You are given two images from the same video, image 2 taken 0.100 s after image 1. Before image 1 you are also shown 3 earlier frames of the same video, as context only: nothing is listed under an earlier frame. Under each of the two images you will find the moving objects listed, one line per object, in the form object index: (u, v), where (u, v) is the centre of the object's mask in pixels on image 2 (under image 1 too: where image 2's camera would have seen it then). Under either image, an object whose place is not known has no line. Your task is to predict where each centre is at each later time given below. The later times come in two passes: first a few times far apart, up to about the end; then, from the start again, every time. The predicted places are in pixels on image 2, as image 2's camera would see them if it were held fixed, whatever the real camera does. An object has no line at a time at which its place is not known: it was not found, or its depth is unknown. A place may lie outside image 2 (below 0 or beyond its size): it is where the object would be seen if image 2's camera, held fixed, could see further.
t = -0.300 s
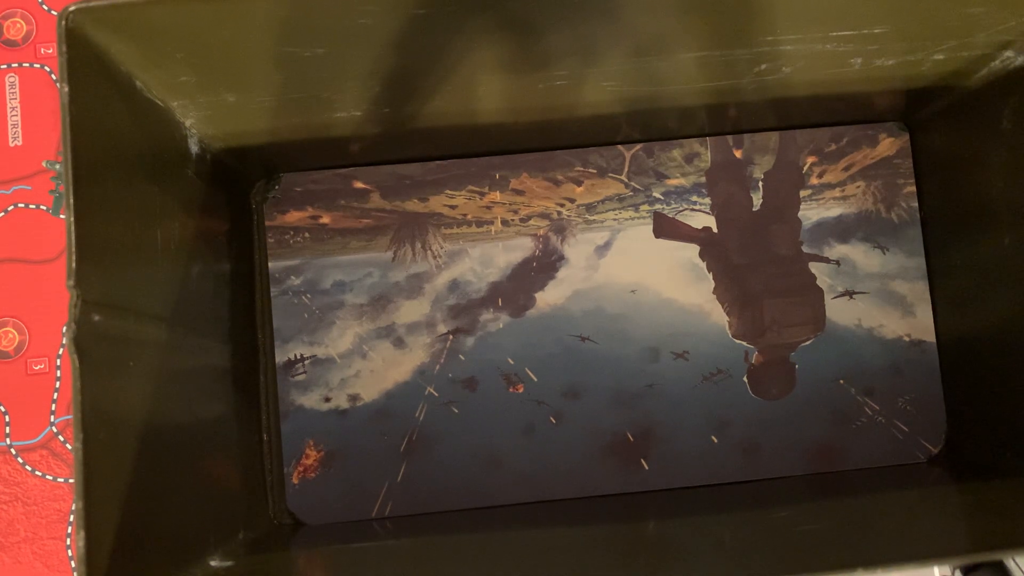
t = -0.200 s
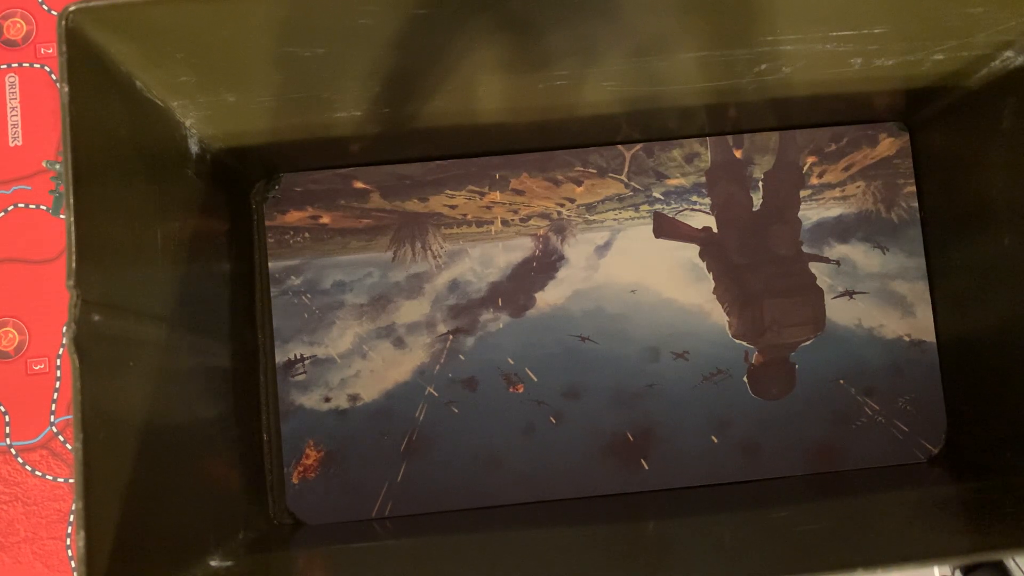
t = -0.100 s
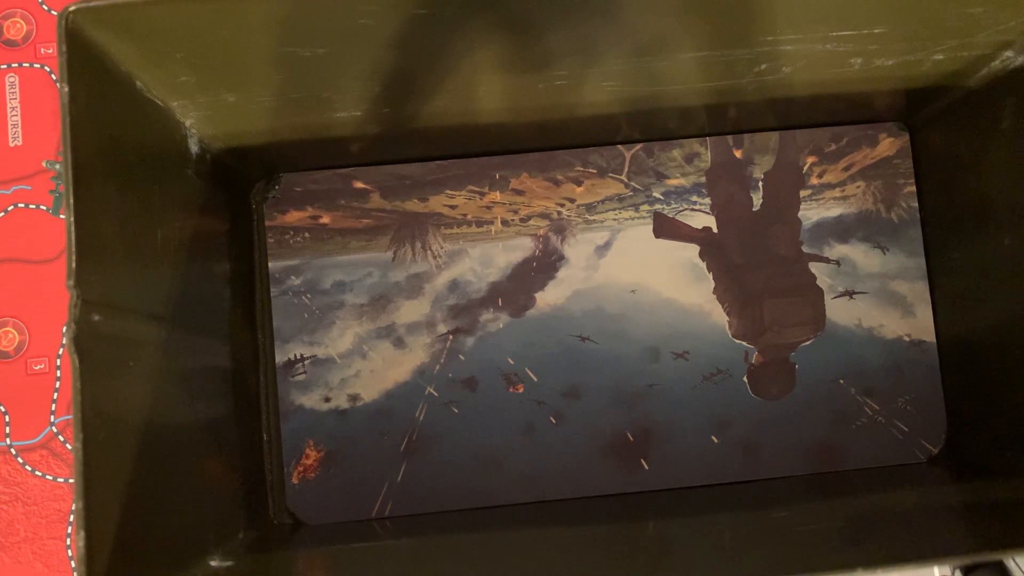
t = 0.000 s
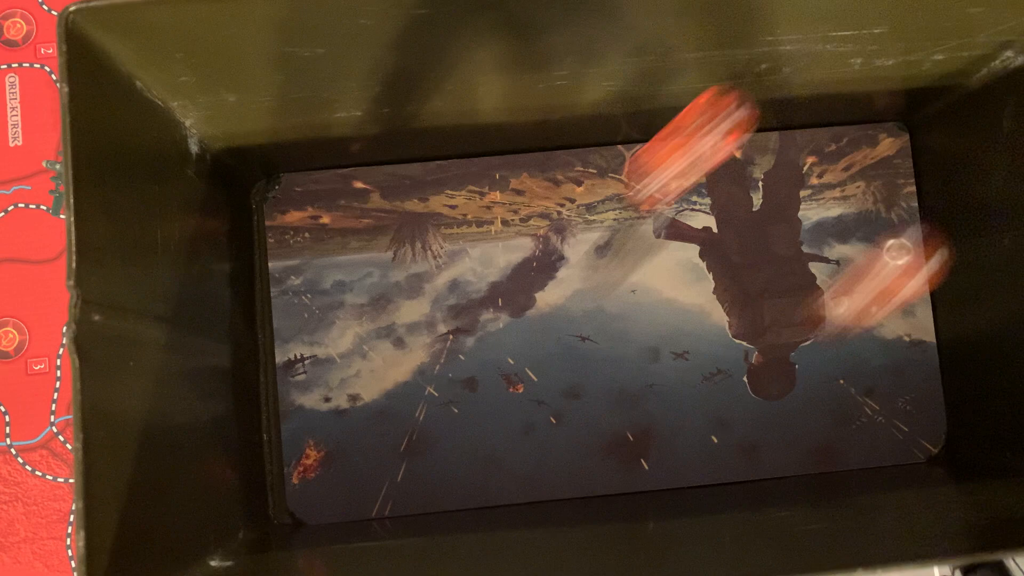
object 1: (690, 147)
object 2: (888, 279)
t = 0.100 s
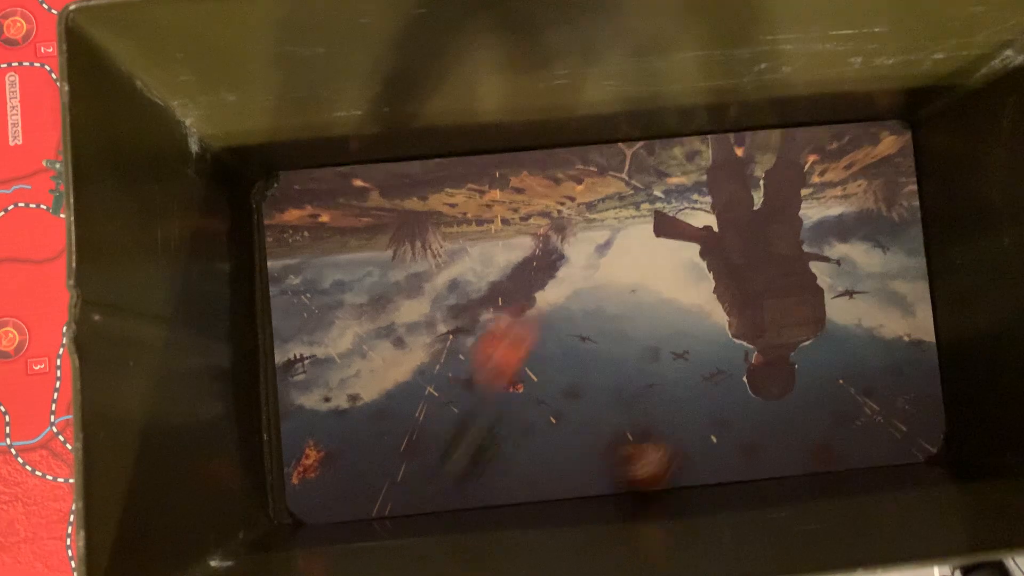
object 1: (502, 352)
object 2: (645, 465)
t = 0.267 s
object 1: (389, 485)
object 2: (493, 470)
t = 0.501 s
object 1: (403, 489)
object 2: (460, 486)
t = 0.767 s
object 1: (403, 491)
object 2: (459, 486)
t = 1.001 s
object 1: (403, 491)
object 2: (459, 486)
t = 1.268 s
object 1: (403, 491)
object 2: (458, 487)
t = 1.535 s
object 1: (403, 491)
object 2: (459, 487)
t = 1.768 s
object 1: (403, 491)
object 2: (458, 486)
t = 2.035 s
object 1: (403, 490)
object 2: (458, 486)
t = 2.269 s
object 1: (403, 491)
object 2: (458, 487)
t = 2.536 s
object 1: (403, 491)
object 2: (458, 487)
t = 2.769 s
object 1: (403, 490)
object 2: (459, 486)
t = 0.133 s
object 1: (464, 409)
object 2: (610, 454)
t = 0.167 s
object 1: (424, 469)
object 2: (572, 451)
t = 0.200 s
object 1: (401, 491)
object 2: (540, 454)
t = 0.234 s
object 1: (375, 487)
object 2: (516, 460)
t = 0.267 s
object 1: (389, 485)
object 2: (493, 470)
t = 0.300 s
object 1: (410, 483)
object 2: (471, 479)
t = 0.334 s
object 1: (407, 483)
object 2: (470, 483)
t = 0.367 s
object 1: (405, 485)
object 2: (466, 484)
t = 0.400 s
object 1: (404, 486)
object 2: (464, 485)
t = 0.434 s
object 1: (406, 489)
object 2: (459, 484)
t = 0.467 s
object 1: (403, 490)
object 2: (460, 484)
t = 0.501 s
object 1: (403, 489)
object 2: (460, 486)
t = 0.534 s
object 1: (404, 491)
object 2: (459, 486)
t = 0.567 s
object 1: (403, 490)
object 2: (460, 486)
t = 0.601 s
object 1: (403, 491)
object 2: (459, 487)
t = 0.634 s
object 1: (402, 491)
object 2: (459, 486)
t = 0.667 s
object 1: (403, 491)
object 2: (458, 486)
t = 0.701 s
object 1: (403, 491)
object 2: (459, 486)
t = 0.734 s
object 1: (403, 491)
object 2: (459, 487)
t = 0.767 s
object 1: (403, 491)
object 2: (459, 486)
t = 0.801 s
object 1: (403, 491)
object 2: (458, 486)
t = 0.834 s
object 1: (403, 491)
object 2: (458, 486)
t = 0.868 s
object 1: (403, 491)
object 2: (459, 486)
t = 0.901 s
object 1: (403, 491)
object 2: (459, 486)
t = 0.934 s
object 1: (403, 491)
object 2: (459, 486)
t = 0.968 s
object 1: (403, 491)
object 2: (459, 486)
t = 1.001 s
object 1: (403, 491)
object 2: (459, 486)
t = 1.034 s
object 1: (403, 491)
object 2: (459, 486)
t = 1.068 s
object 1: (403, 491)
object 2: (459, 486)
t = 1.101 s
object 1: (403, 491)
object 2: (459, 486)
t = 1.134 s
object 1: (403, 491)
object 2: (459, 487)
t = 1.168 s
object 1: (403, 491)
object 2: (459, 486)
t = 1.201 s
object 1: (403, 491)
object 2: (459, 486)
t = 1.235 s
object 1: (403, 491)
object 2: (459, 486)
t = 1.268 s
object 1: (403, 491)
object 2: (458, 487)
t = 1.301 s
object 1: (403, 491)
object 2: (458, 486)
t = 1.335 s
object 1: (403, 491)
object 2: (459, 486)
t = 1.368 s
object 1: (403, 491)
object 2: (459, 487)
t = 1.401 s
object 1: (403, 491)
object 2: (459, 487)
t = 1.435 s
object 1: (403, 491)
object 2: (459, 487)
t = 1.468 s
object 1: (403, 491)
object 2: (458, 487)
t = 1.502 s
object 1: (403, 491)
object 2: (459, 487)
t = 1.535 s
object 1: (403, 491)
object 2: (459, 487)
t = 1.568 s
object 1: (403, 491)
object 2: (459, 487)
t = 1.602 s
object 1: (403, 491)
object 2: (458, 487)
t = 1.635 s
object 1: (403, 491)
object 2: (458, 487)
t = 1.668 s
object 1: (403, 491)
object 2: (459, 487)
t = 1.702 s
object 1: (403, 491)
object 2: (459, 487)
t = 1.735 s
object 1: (403, 491)
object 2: (459, 486)
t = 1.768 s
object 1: (403, 491)
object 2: (458, 486)
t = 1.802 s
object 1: (403, 491)
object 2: (458, 486)
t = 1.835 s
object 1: (403, 491)
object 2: (458, 486)
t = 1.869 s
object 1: (403, 491)
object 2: (458, 486)
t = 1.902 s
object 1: (403, 490)
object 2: (458, 486)
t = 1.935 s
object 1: (403, 491)
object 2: (459, 486)
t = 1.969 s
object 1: (403, 491)
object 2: (458, 486)
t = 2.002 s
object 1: (403, 490)
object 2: (459, 486)
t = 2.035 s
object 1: (403, 490)
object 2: (458, 486)
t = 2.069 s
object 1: (403, 491)
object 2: (459, 486)
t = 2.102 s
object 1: (403, 490)
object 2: (458, 486)
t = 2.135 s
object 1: (403, 491)
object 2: (459, 486)
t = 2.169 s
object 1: (403, 490)
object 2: (458, 486)
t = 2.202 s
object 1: (403, 491)
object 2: (458, 487)
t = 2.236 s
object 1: (403, 490)
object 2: (459, 487)
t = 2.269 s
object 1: (403, 491)
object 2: (458, 487)
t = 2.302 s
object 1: (403, 491)
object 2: (458, 486)
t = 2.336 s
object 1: (403, 491)
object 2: (458, 487)
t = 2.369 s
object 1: (403, 491)
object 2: (458, 487)
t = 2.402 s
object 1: (403, 490)
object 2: (458, 486)
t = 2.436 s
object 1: (403, 490)
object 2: (458, 486)
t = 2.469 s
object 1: (403, 490)
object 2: (458, 486)
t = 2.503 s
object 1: (403, 491)
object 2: (458, 486)
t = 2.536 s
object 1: (403, 491)
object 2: (458, 487)
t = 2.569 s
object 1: (403, 491)
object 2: (458, 486)
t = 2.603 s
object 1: (403, 491)
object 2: (458, 486)
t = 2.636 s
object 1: (403, 491)
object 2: (458, 487)
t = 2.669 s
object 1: (403, 491)
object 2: (458, 486)
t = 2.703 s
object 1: (403, 490)
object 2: (458, 486)
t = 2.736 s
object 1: (403, 490)
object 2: (459, 486)
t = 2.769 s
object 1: (403, 490)
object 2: (459, 486)
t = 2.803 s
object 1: (403, 490)
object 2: (459, 486)
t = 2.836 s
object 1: (403, 490)
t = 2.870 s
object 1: (403, 490)
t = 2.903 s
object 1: (403, 491)
